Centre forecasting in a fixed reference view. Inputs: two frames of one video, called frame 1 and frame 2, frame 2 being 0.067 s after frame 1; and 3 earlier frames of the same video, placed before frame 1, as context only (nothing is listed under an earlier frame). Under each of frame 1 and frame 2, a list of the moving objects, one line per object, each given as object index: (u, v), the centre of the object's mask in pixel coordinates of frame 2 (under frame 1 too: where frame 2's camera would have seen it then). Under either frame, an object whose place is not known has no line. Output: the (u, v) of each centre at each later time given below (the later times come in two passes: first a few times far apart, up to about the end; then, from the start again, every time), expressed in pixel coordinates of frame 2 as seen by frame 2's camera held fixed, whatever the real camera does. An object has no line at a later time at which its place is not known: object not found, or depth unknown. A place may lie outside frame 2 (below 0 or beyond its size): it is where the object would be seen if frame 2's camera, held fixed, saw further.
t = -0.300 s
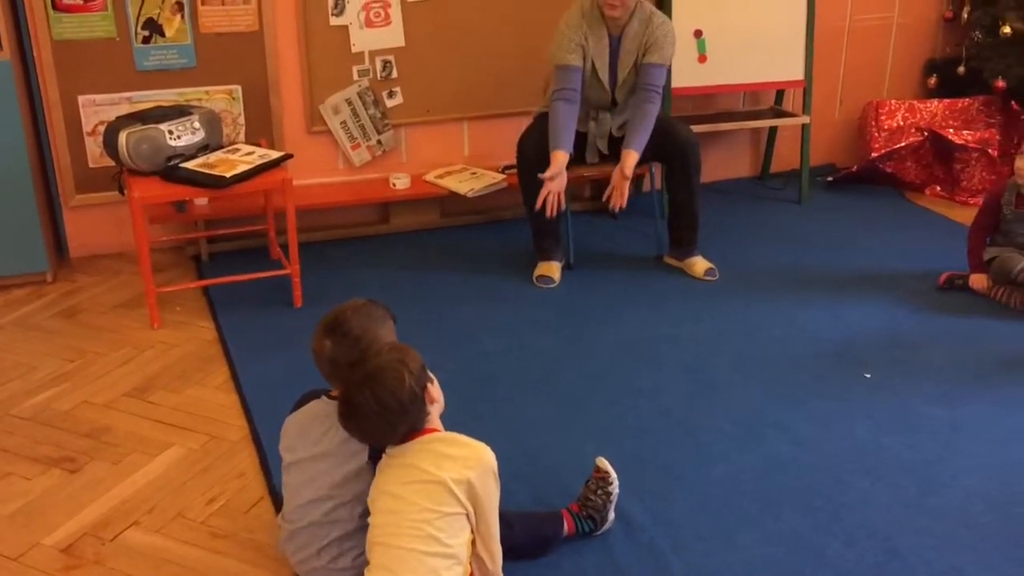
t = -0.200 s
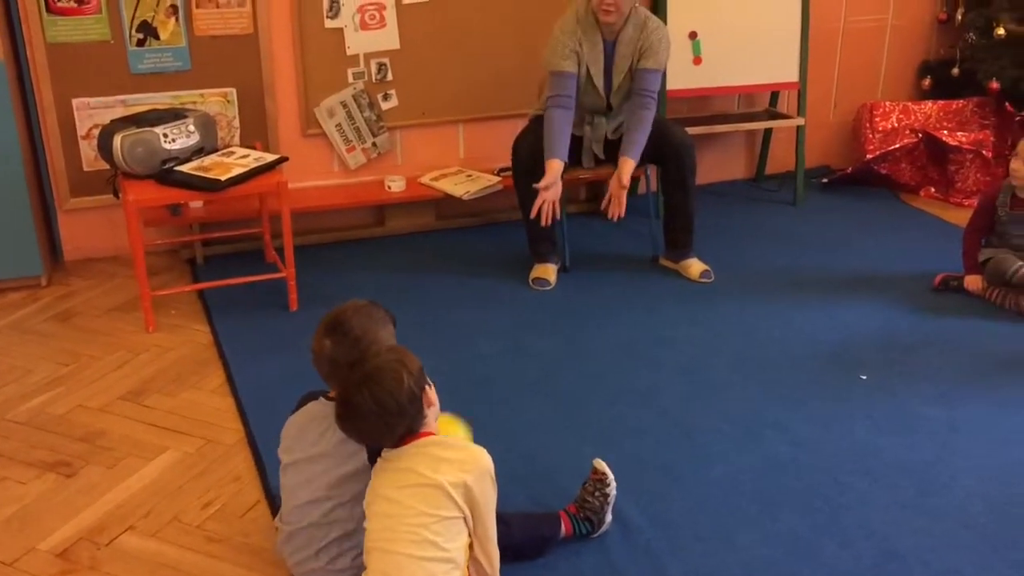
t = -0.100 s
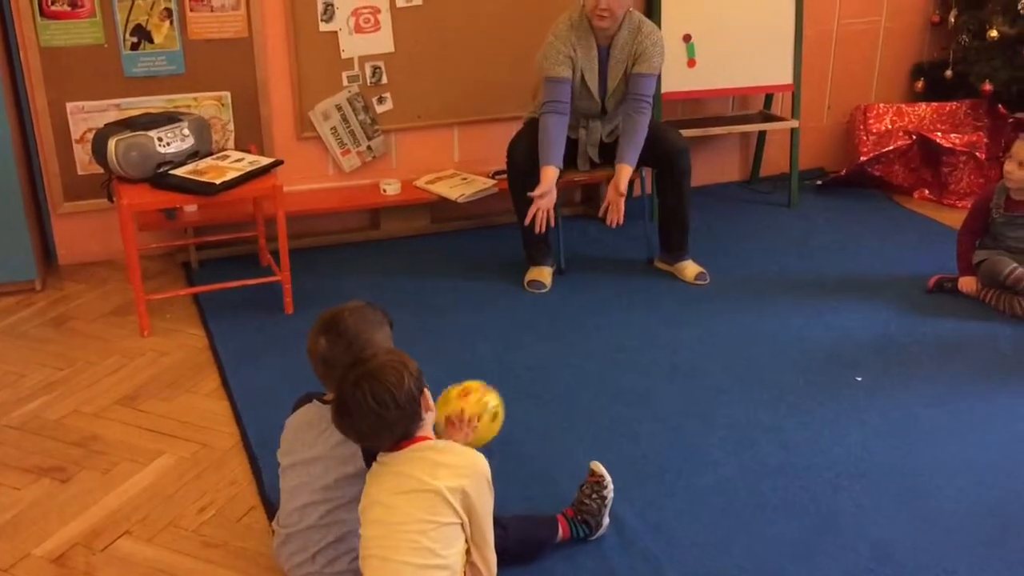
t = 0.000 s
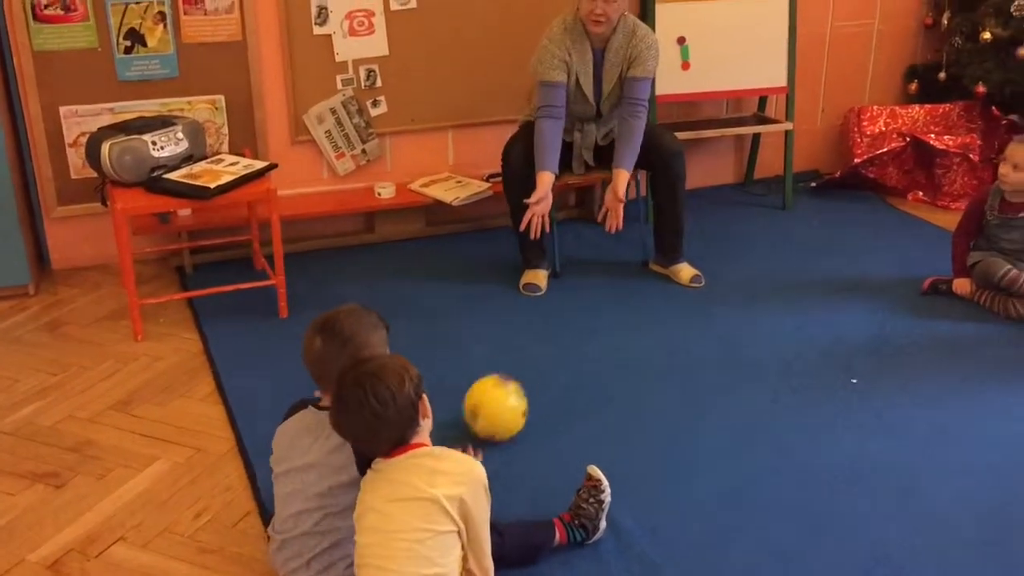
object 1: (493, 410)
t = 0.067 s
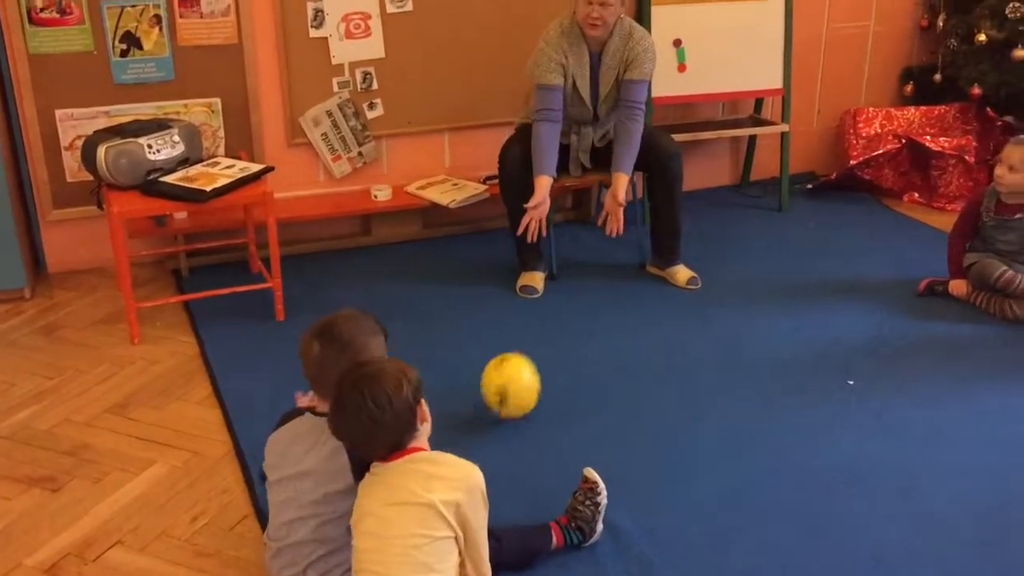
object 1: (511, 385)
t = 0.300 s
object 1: (568, 345)
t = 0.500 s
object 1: (608, 315)
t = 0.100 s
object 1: (519, 377)
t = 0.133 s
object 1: (528, 373)
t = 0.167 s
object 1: (537, 372)
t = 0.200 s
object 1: (545, 363)
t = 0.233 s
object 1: (553, 353)
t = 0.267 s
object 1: (561, 348)
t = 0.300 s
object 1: (568, 345)
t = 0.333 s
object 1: (575, 342)
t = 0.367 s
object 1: (582, 334)
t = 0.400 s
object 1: (588, 329)
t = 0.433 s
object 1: (595, 326)
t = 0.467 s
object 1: (602, 321)
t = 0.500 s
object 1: (608, 315)
